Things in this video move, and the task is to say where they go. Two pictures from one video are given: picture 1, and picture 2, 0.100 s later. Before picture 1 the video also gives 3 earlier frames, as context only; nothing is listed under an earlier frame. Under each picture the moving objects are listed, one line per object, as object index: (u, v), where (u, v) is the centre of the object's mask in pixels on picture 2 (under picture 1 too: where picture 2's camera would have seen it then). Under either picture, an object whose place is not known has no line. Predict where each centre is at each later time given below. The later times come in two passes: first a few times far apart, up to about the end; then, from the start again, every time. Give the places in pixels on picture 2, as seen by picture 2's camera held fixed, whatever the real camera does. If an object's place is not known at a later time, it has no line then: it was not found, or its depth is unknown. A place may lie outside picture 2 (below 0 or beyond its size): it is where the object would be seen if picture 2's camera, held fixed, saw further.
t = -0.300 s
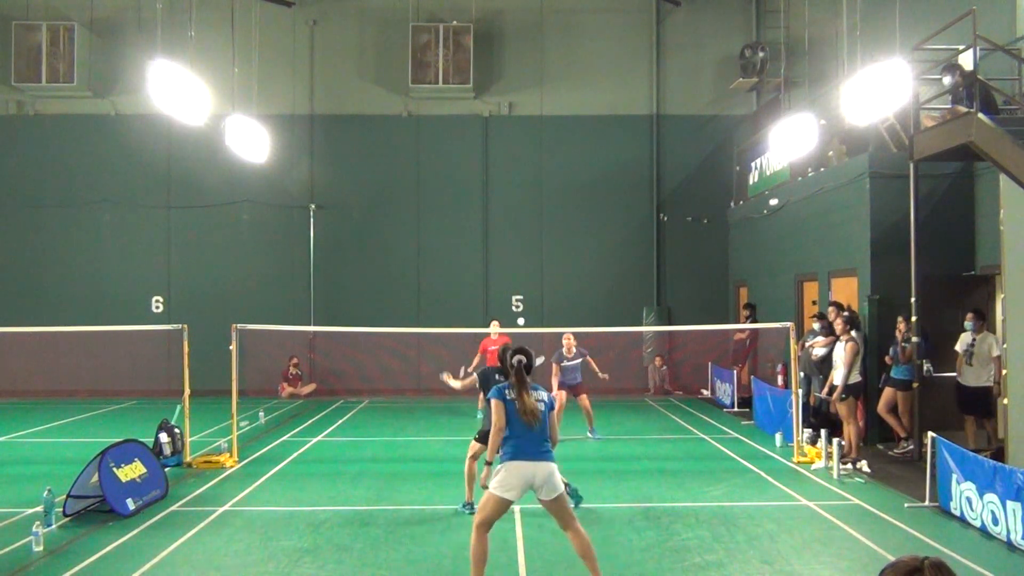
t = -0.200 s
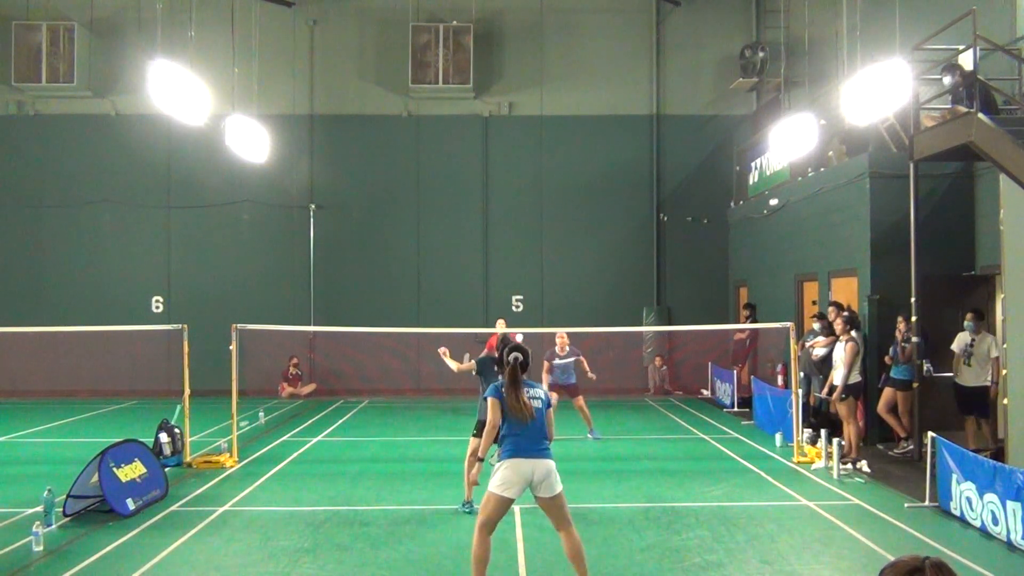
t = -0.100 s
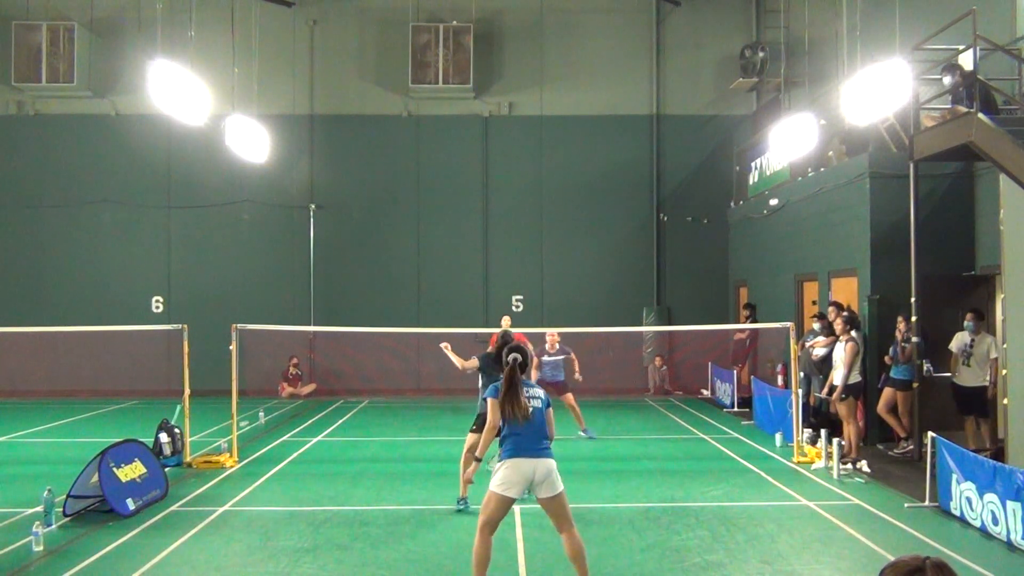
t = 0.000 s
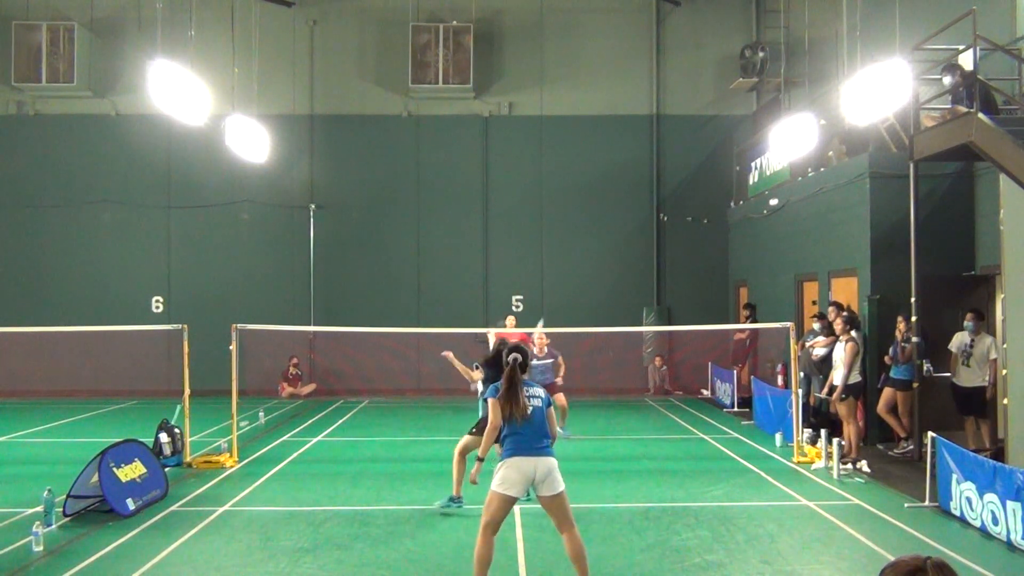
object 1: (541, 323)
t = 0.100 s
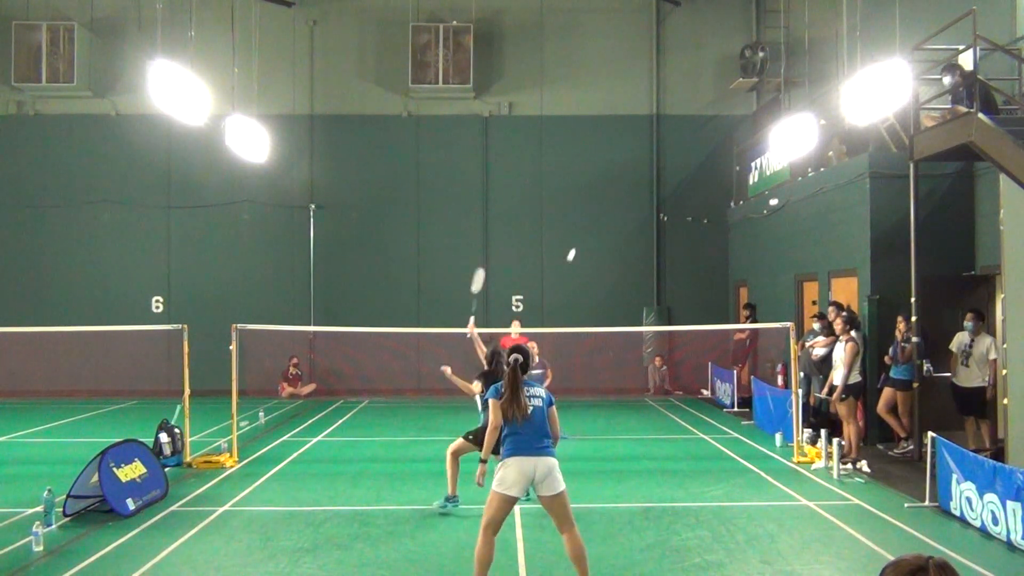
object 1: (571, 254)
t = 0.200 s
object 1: (592, 215)
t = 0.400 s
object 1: (619, 182)
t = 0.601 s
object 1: (637, 183)
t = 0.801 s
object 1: (651, 206)
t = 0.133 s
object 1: (579, 239)
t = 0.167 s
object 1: (586, 225)
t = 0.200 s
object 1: (592, 215)
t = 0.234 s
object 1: (598, 205)
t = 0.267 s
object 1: (603, 199)
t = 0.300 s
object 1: (607, 193)
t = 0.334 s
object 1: (611, 188)
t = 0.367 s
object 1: (615, 184)
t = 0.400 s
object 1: (619, 182)
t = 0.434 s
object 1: (623, 180)
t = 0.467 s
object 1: (626, 179)
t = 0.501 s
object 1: (629, 179)
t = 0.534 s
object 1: (631, 180)
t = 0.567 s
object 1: (634, 182)
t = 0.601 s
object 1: (637, 183)
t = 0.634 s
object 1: (640, 186)
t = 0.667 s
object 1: (642, 189)
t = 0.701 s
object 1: (645, 192)
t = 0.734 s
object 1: (647, 196)
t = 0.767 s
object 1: (649, 201)
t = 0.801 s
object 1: (651, 206)
